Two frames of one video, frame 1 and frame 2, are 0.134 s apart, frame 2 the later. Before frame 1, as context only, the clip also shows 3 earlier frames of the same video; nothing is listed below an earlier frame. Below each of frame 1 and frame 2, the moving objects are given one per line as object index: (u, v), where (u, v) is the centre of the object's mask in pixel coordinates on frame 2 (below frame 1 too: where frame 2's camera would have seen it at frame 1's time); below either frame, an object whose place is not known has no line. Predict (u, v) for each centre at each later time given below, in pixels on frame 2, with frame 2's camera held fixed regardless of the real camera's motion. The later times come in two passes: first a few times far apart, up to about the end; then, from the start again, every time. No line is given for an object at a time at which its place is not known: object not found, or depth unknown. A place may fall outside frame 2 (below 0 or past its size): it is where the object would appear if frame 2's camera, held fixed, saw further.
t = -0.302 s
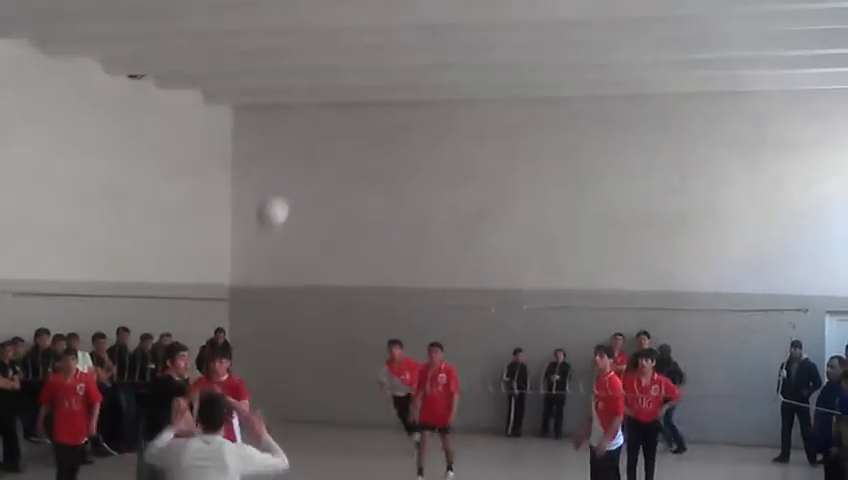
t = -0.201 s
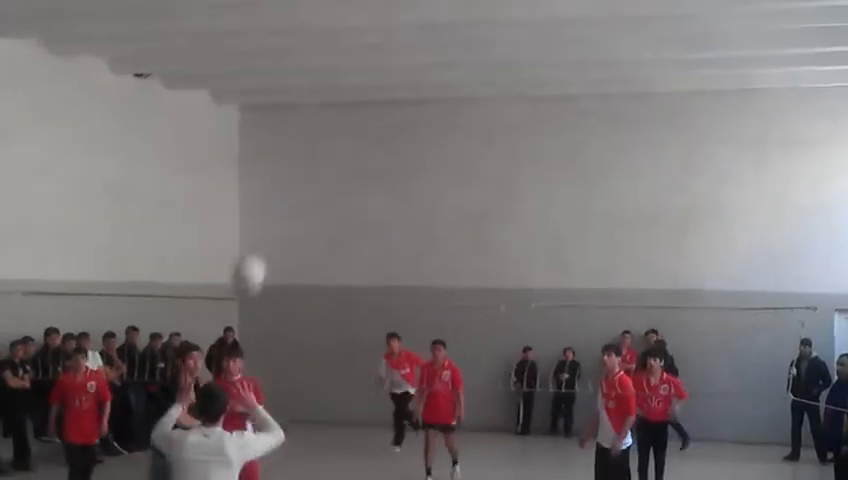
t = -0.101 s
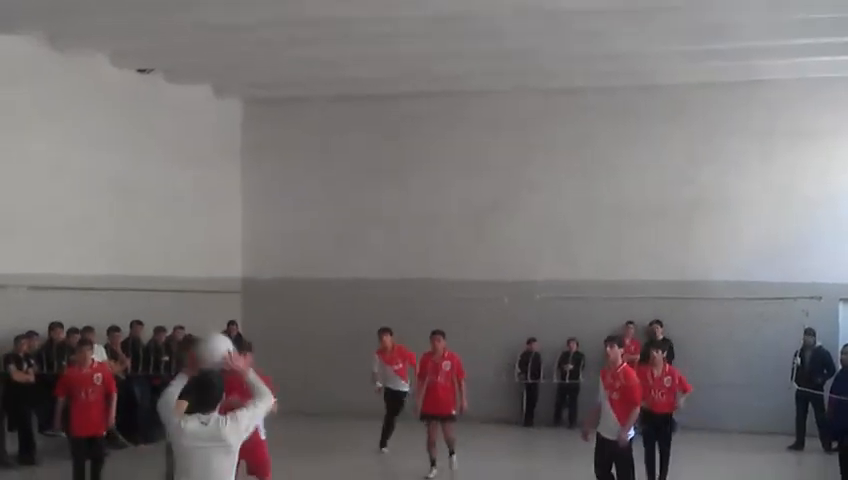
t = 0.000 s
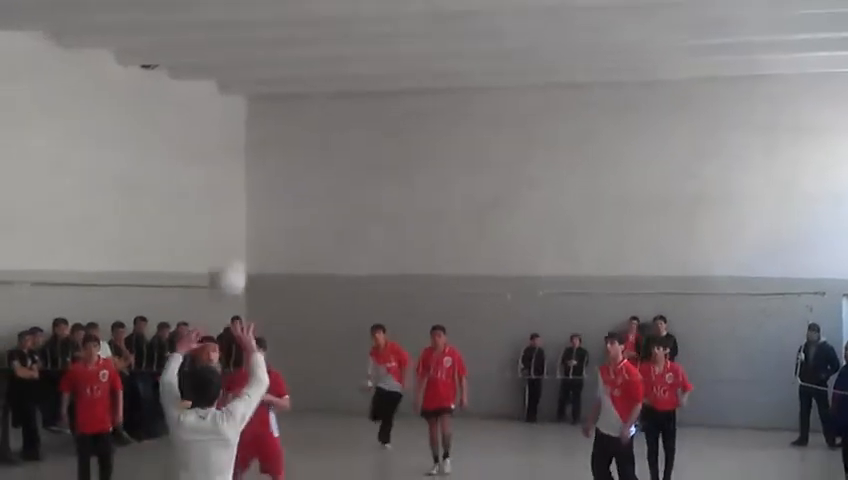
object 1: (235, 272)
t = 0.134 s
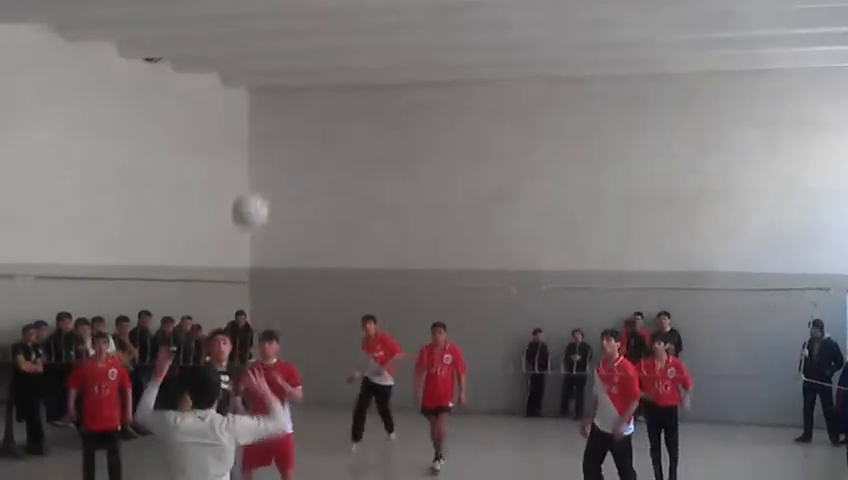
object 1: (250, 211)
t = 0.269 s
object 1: (268, 178)
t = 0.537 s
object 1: (298, 192)
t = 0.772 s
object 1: (326, 276)
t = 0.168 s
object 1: (255, 200)
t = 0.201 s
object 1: (259, 190)
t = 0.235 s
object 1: (265, 183)
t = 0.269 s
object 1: (268, 178)
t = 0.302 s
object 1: (272, 173)
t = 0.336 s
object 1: (276, 172)
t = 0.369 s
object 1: (280, 171)
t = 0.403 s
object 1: (283, 172)
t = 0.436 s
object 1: (288, 175)
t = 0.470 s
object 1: (291, 179)
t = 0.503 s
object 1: (294, 184)
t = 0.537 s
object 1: (298, 192)
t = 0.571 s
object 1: (302, 200)
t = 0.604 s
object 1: (304, 210)
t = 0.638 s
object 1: (309, 221)
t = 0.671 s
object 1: (312, 233)
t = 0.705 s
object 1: (315, 245)
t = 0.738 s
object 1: (320, 260)
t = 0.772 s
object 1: (326, 276)
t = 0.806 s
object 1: (329, 292)
